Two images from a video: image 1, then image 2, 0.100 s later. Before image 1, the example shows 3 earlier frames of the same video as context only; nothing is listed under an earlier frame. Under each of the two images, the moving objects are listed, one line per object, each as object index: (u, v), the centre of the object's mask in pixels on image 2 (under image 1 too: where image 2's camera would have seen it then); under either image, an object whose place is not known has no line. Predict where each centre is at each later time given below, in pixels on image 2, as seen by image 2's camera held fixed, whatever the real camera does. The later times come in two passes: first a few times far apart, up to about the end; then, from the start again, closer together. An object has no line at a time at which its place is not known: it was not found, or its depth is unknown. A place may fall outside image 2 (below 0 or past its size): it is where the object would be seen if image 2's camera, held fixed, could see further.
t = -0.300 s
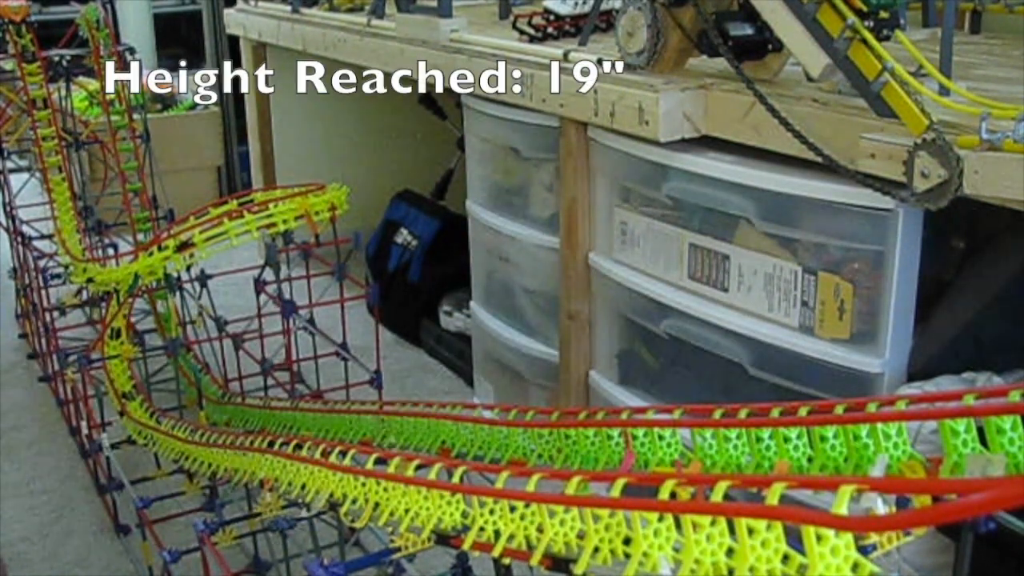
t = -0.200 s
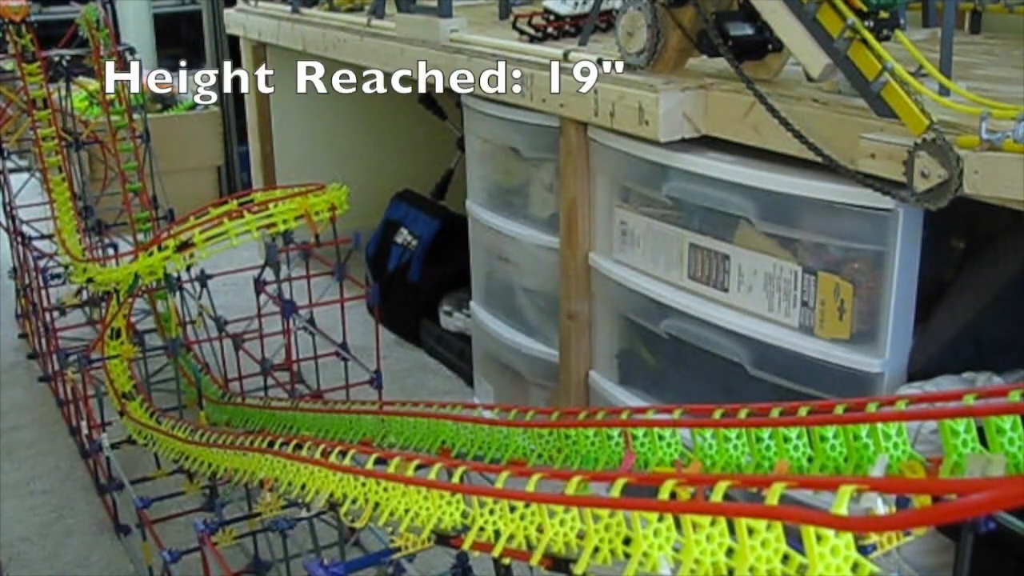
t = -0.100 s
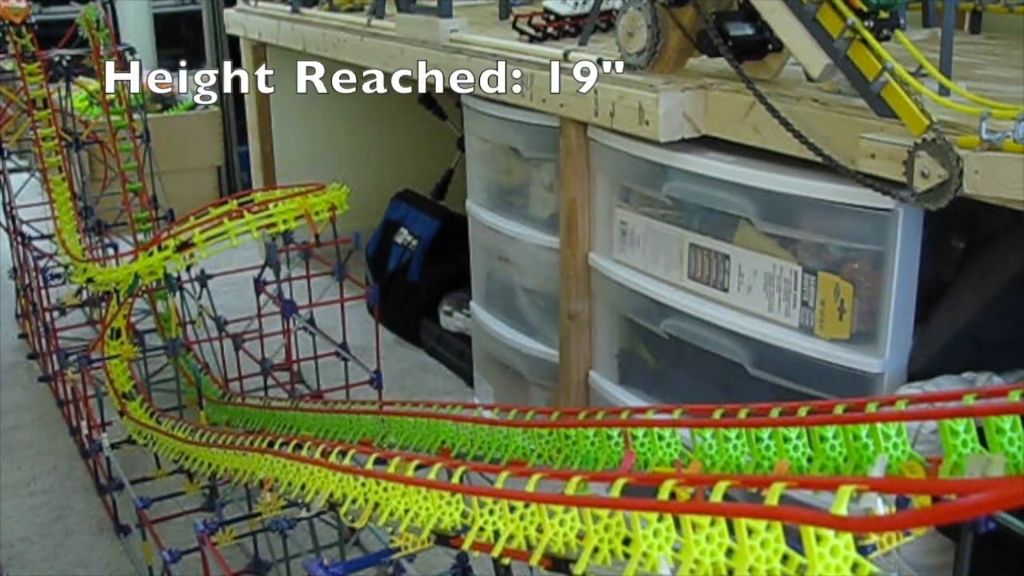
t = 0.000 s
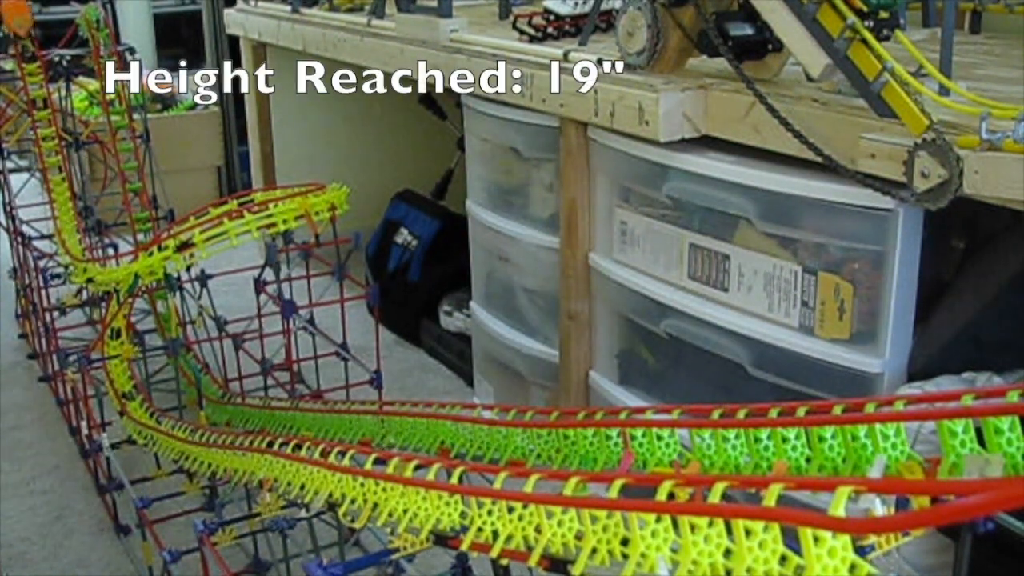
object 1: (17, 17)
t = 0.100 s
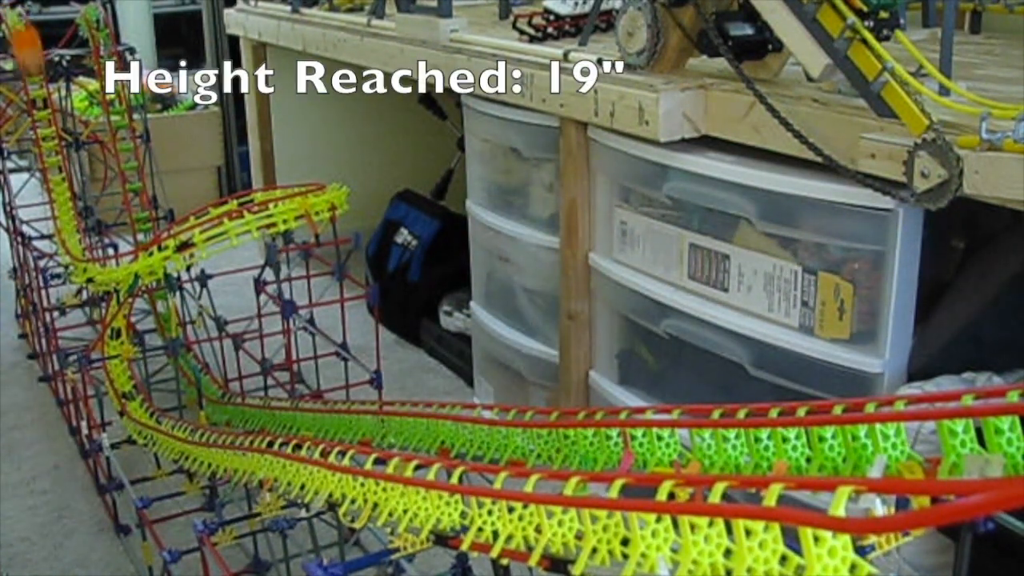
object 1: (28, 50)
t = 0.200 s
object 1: (46, 122)
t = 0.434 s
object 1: (110, 250)
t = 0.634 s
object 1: (307, 189)
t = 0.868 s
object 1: (195, 220)
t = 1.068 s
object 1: (122, 379)
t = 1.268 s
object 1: (185, 420)
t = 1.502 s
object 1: (258, 429)
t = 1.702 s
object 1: (310, 435)
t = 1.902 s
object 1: (324, 437)
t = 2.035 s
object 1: (307, 434)
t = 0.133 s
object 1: (34, 71)
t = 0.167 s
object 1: (39, 93)
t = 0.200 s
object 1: (46, 122)
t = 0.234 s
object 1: (52, 152)
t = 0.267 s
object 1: (60, 180)
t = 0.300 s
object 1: (65, 206)
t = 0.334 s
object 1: (71, 229)
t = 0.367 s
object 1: (81, 245)
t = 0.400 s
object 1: (95, 251)
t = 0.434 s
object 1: (110, 250)
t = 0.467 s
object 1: (138, 245)
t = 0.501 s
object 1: (173, 235)
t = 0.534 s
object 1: (226, 213)
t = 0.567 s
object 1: (248, 208)
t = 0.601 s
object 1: (281, 196)
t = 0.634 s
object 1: (307, 189)
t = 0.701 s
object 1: (313, 186)
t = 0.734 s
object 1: (302, 188)
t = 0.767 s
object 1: (278, 192)
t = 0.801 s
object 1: (249, 200)
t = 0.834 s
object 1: (222, 207)
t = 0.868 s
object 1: (195, 220)
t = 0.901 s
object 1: (169, 233)
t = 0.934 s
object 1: (142, 251)
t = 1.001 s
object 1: (113, 325)
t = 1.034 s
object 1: (113, 351)
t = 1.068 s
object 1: (122, 379)
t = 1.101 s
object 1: (131, 392)
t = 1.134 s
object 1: (140, 404)
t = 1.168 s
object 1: (150, 408)
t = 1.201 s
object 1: (164, 412)
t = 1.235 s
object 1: (175, 416)
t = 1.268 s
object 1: (185, 420)
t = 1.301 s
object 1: (195, 423)
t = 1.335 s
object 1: (206, 425)
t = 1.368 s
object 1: (216, 426)
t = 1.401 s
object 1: (226, 427)
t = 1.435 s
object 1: (236, 427)
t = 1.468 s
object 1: (247, 428)
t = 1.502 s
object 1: (258, 429)
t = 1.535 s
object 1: (268, 430)
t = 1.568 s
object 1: (278, 431)
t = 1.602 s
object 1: (288, 431)
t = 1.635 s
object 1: (297, 432)
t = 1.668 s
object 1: (303, 434)
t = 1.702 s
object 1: (310, 435)
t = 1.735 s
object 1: (316, 436)
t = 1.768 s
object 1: (320, 436)
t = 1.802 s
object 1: (323, 436)
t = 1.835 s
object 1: (324, 437)
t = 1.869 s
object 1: (325, 438)
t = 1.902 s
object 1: (324, 437)
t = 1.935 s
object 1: (322, 437)
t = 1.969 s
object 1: (318, 436)
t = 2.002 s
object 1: (313, 435)
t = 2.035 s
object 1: (307, 434)
